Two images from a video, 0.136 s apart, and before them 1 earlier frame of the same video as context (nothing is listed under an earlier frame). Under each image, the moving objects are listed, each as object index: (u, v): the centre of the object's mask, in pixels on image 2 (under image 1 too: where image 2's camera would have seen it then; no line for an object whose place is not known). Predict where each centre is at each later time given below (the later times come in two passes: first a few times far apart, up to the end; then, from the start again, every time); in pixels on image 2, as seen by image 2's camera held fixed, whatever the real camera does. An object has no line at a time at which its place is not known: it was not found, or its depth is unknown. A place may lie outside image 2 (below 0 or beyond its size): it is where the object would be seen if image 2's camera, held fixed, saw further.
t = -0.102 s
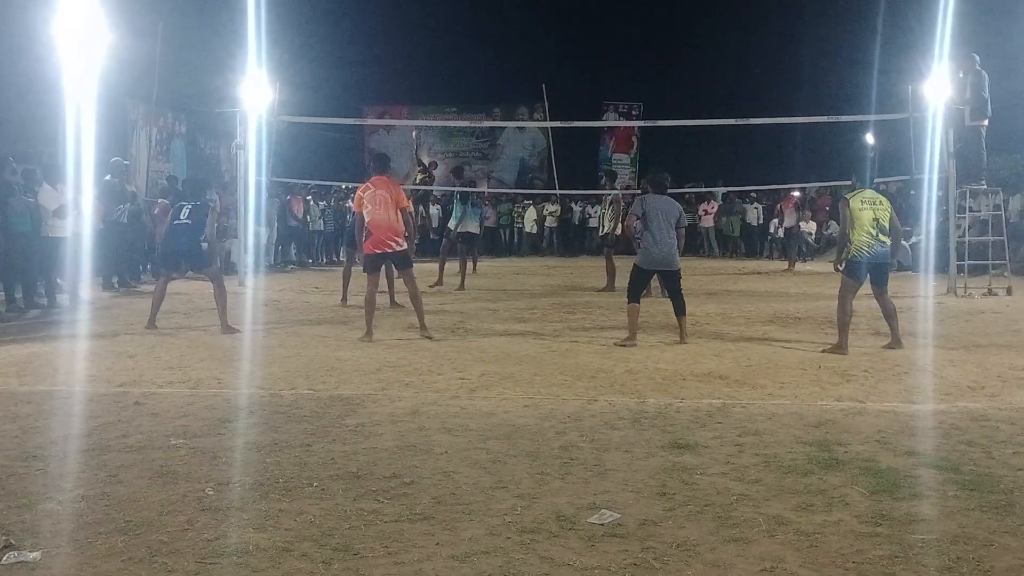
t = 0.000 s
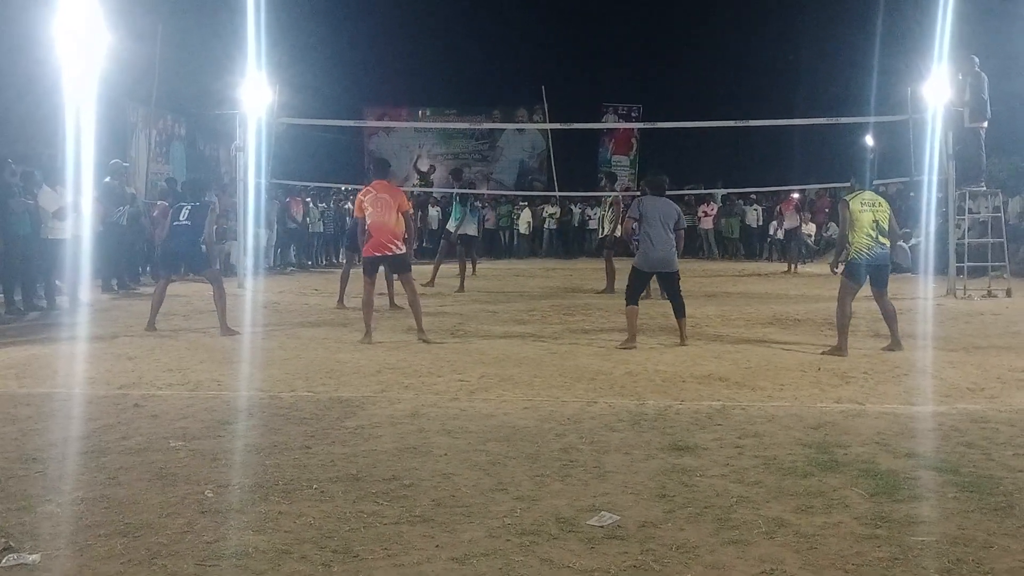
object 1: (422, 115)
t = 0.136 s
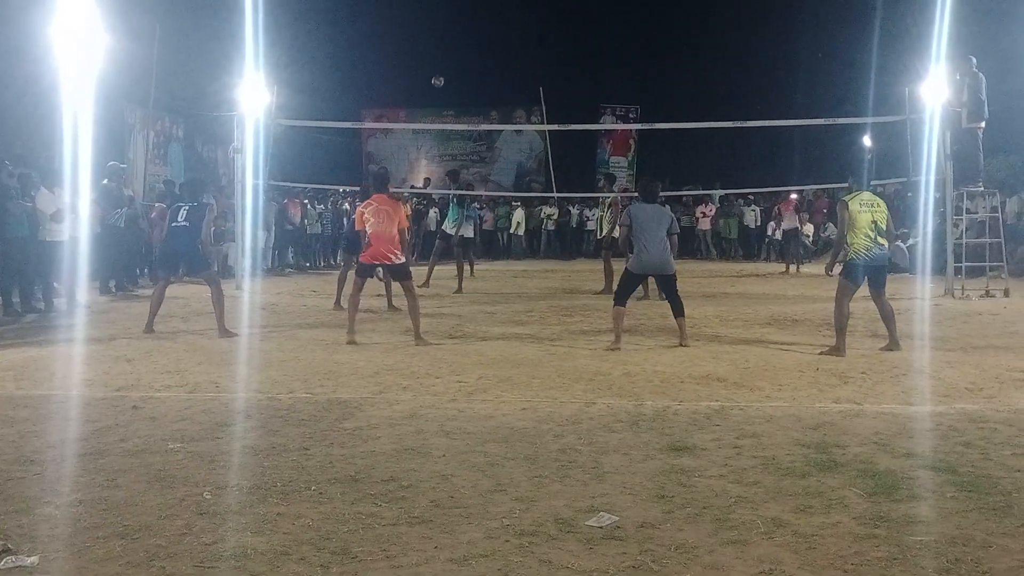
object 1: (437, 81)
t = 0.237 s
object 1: (453, 62)
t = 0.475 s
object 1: (501, 46)
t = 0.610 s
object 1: (540, 61)
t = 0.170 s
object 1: (442, 74)
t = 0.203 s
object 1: (447, 68)
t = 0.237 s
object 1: (453, 62)
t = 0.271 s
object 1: (459, 58)
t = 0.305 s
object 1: (465, 53)
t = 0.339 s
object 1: (471, 50)
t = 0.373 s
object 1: (479, 47)
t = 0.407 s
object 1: (485, 46)
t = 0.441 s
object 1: (493, 46)
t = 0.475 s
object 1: (501, 46)
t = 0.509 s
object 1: (510, 48)
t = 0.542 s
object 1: (520, 51)
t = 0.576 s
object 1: (529, 55)
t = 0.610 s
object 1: (540, 61)
